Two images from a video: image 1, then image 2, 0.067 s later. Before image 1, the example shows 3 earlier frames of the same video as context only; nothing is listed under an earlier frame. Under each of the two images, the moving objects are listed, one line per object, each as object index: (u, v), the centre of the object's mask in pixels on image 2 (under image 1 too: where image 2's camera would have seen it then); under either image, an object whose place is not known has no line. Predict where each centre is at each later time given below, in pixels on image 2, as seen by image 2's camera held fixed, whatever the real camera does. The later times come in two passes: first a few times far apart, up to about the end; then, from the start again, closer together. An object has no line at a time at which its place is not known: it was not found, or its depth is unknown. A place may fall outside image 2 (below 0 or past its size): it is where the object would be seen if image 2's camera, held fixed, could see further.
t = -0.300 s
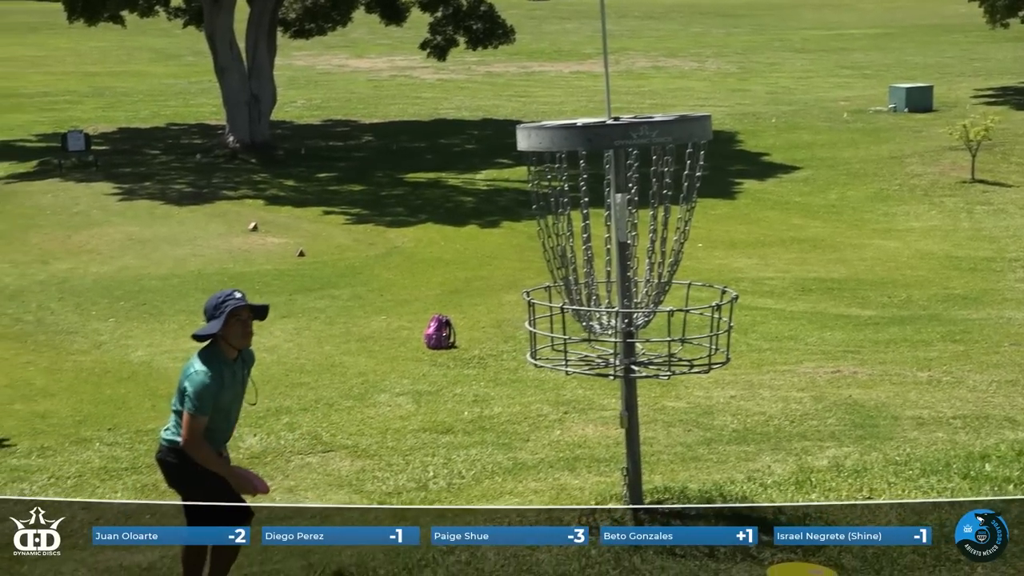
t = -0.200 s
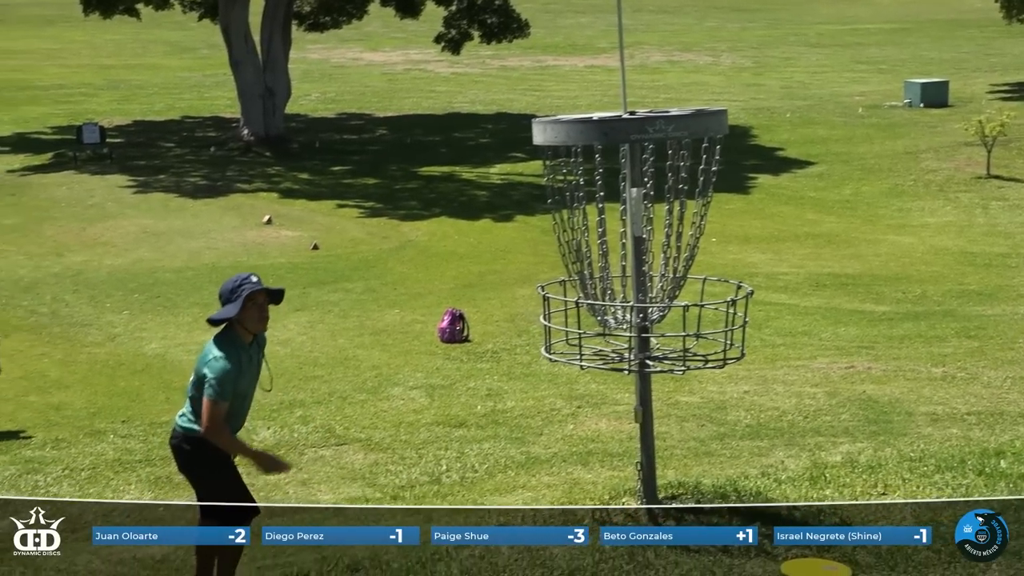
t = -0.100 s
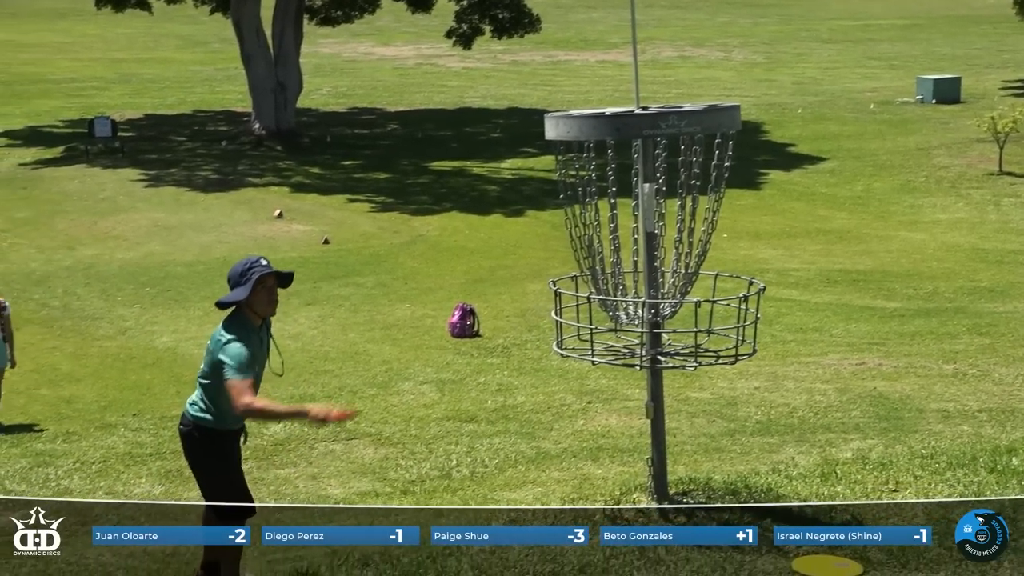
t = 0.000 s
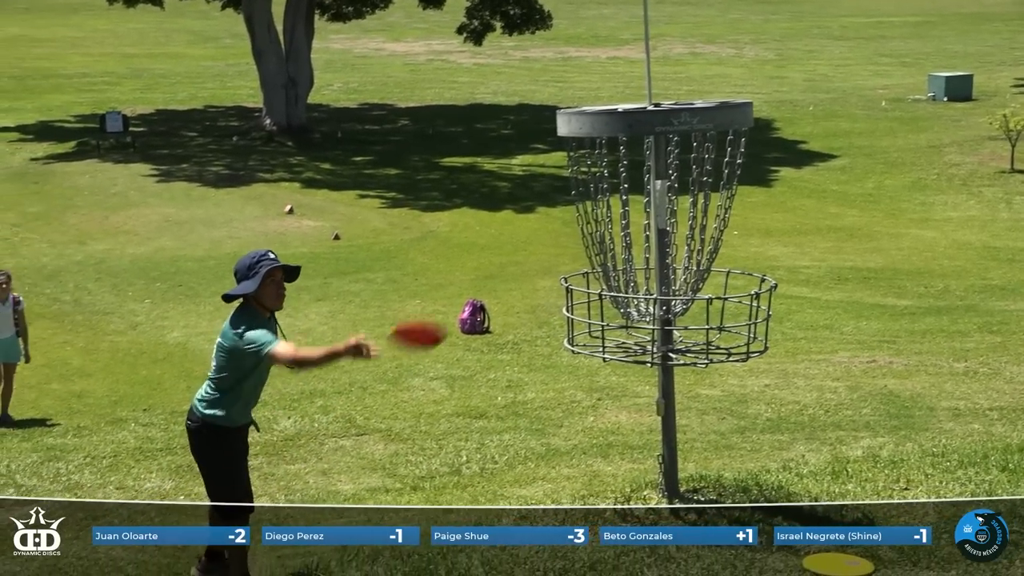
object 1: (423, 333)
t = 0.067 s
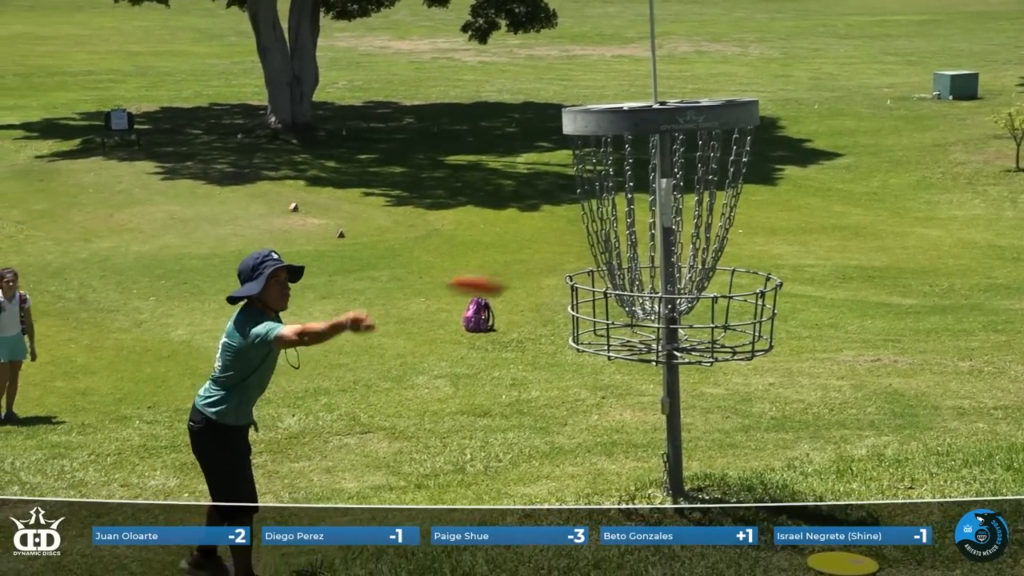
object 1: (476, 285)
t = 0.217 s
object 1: (613, 213)
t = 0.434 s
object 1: (674, 242)
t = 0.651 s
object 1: (652, 279)
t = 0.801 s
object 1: (654, 292)
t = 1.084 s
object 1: (643, 332)
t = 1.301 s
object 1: (643, 332)
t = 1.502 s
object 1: (643, 332)
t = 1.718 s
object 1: (642, 332)
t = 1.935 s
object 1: (642, 332)
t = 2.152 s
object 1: (643, 332)
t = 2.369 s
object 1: (643, 332)
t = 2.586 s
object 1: (643, 332)
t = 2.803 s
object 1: (642, 332)
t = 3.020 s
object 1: (642, 332)
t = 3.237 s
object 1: (642, 332)
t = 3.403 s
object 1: (643, 333)
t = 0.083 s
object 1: (492, 275)
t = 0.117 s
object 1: (522, 256)
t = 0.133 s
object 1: (538, 247)
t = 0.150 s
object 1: (554, 239)
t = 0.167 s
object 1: (565, 233)
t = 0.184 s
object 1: (582, 226)
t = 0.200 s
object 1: (599, 219)
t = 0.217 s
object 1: (613, 213)
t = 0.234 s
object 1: (622, 211)
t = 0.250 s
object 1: (629, 212)
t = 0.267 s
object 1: (633, 212)
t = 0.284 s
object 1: (636, 215)
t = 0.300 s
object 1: (639, 216)
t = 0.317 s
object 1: (642, 218)
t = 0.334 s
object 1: (652, 220)
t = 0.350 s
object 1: (658, 223)
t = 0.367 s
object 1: (659, 226)
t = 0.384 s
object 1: (659, 230)
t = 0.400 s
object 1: (674, 233)
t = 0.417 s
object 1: (674, 236)
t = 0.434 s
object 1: (674, 242)
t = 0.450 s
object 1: (674, 245)
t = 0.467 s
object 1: (675, 249)
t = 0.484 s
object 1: (674, 255)
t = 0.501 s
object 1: (673, 262)
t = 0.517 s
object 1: (673, 265)
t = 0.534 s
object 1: (674, 269)
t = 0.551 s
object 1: (672, 269)
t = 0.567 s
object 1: (672, 271)
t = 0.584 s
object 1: (660, 275)
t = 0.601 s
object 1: (661, 277)
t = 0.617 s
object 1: (661, 277)
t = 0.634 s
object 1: (660, 279)
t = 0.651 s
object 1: (652, 279)
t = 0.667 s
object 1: (653, 279)
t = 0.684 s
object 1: (653, 277)
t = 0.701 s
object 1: (653, 278)
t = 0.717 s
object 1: (651, 279)
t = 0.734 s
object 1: (651, 282)
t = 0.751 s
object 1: (649, 284)
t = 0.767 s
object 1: (650, 288)
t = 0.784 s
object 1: (653, 293)
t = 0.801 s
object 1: (654, 292)
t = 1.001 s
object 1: (644, 322)
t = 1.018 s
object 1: (643, 326)
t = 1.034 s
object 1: (643, 328)
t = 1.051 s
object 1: (643, 330)
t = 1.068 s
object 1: (643, 332)
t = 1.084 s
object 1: (643, 332)
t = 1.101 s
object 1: (643, 331)
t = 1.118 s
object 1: (643, 331)
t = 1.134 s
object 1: (643, 331)
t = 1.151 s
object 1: (643, 332)
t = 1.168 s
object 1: (643, 332)
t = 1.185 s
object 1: (643, 332)
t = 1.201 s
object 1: (643, 332)
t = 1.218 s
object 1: (643, 332)
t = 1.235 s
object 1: (643, 332)
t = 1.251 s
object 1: (643, 332)
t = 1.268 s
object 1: (643, 332)
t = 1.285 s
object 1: (643, 332)
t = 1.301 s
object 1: (643, 332)
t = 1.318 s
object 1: (643, 332)
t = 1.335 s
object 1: (643, 332)
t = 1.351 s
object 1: (643, 332)
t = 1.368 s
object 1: (643, 332)
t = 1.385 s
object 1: (643, 332)
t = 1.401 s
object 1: (643, 332)
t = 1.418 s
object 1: (643, 332)
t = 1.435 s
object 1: (643, 333)
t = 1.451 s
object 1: (643, 333)
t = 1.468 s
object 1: (643, 332)
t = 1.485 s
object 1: (643, 332)
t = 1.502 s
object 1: (643, 332)
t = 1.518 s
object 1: (643, 332)
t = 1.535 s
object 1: (643, 332)
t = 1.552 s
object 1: (643, 332)
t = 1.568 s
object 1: (642, 332)
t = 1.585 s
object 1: (642, 332)
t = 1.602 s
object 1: (642, 332)
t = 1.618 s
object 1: (642, 333)
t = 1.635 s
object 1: (642, 332)
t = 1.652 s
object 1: (642, 333)
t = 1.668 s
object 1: (642, 333)
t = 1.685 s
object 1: (642, 333)
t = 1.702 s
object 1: (642, 333)
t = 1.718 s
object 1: (642, 332)
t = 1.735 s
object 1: (642, 333)
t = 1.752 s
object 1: (642, 332)
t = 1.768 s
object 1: (642, 332)
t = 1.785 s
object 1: (642, 332)
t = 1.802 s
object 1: (642, 332)
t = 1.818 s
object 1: (642, 333)
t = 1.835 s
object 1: (642, 333)
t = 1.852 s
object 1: (642, 333)
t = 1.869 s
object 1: (642, 333)
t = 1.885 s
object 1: (642, 333)
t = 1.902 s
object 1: (642, 333)
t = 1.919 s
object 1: (642, 333)
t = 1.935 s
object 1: (642, 332)
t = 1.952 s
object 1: (642, 332)
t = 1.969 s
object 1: (642, 332)
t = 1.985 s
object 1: (642, 332)
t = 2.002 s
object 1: (642, 333)
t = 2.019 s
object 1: (642, 332)
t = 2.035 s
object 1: (642, 333)
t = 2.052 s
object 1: (642, 333)
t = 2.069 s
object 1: (642, 332)
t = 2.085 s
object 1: (642, 333)
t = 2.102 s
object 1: (642, 333)
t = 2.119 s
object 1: (642, 333)
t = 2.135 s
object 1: (643, 332)
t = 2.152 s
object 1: (643, 332)
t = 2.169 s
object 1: (643, 333)
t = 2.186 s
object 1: (643, 332)
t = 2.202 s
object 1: (643, 332)
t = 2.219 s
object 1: (643, 332)
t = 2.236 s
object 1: (643, 332)
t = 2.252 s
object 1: (643, 333)
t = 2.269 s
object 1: (643, 333)
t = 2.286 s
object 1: (643, 333)
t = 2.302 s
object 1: (643, 333)
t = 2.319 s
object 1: (643, 332)
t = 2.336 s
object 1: (643, 333)
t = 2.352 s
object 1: (643, 333)
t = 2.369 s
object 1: (643, 332)
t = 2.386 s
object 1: (643, 333)
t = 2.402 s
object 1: (643, 333)
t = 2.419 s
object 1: (643, 333)
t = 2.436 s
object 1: (643, 332)
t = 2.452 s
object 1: (643, 333)
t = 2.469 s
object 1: (643, 333)
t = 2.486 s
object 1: (643, 332)
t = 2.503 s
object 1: (643, 332)
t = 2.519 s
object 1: (643, 332)
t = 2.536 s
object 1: (643, 332)
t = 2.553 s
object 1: (643, 332)
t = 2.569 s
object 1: (643, 332)
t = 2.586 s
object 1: (643, 332)
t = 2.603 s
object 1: (643, 332)
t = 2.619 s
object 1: (643, 332)
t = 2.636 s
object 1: (643, 332)
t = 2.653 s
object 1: (642, 332)
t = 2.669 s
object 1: (643, 332)
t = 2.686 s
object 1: (643, 332)
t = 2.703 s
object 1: (643, 332)
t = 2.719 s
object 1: (643, 332)
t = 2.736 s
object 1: (643, 332)
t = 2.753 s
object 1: (643, 332)
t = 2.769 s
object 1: (643, 332)
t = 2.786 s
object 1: (643, 332)
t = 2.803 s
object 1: (642, 332)
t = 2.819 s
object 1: (642, 332)
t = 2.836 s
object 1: (643, 332)
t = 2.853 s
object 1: (643, 332)
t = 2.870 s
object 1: (643, 332)
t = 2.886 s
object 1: (643, 332)
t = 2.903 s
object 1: (642, 332)
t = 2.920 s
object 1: (642, 332)
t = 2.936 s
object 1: (642, 332)
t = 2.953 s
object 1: (642, 333)
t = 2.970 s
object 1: (642, 332)
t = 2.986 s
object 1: (642, 332)
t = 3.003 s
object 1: (642, 332)
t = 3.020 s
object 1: (642, 332)
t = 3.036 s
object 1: (642, 332)
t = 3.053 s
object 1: (642, 332)
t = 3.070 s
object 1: (642, 333)
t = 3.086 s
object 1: (642, 332)
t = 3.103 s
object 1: (642, 332)
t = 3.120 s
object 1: (642, 332)
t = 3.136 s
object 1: (642, 332)
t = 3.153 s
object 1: (643, 332)
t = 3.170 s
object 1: (642, 332)
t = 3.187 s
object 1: (642, 332)
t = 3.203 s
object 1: (642, 332)
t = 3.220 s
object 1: (642, 332)
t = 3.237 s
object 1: (642, 332)
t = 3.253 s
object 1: (642, 333)
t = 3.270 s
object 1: (643, 333)
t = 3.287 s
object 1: (642, 333)
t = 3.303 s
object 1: (642, 333)
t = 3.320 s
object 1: (642, 333)
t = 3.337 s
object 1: (643, 333)
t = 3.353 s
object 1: (643, 333)
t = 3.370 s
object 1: (643, 333)
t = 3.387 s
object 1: (643, 333)
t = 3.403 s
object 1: (643, 333)
